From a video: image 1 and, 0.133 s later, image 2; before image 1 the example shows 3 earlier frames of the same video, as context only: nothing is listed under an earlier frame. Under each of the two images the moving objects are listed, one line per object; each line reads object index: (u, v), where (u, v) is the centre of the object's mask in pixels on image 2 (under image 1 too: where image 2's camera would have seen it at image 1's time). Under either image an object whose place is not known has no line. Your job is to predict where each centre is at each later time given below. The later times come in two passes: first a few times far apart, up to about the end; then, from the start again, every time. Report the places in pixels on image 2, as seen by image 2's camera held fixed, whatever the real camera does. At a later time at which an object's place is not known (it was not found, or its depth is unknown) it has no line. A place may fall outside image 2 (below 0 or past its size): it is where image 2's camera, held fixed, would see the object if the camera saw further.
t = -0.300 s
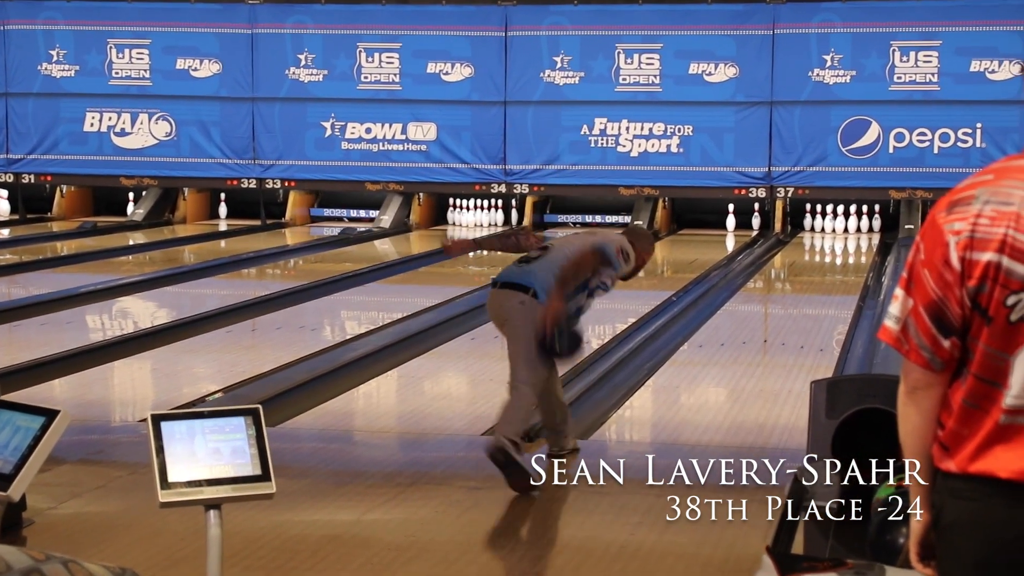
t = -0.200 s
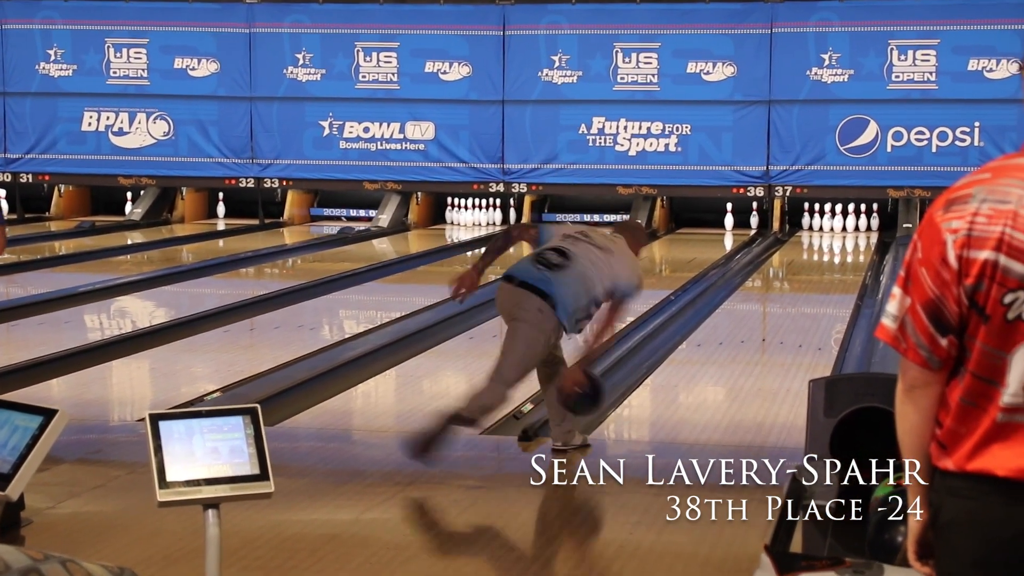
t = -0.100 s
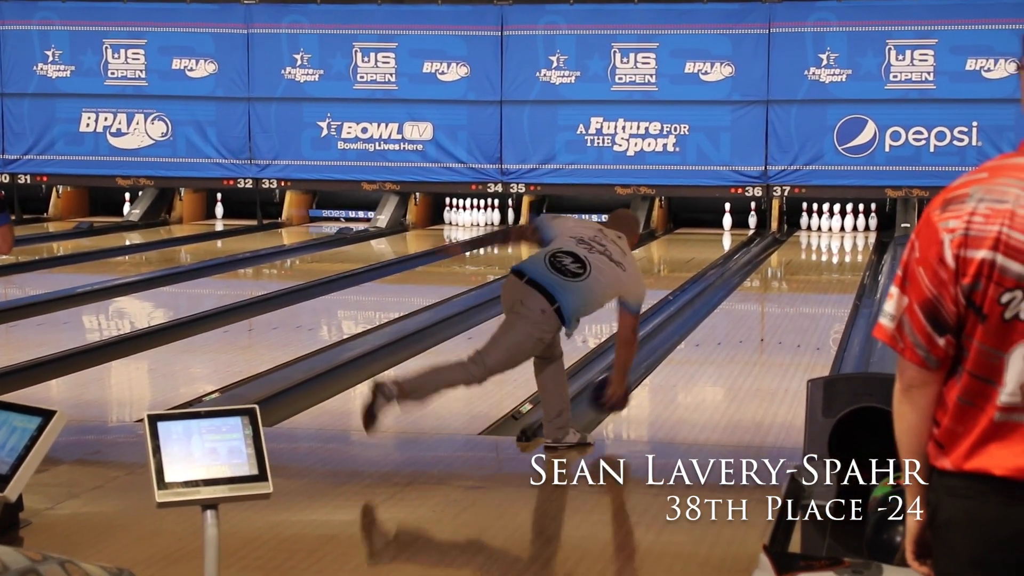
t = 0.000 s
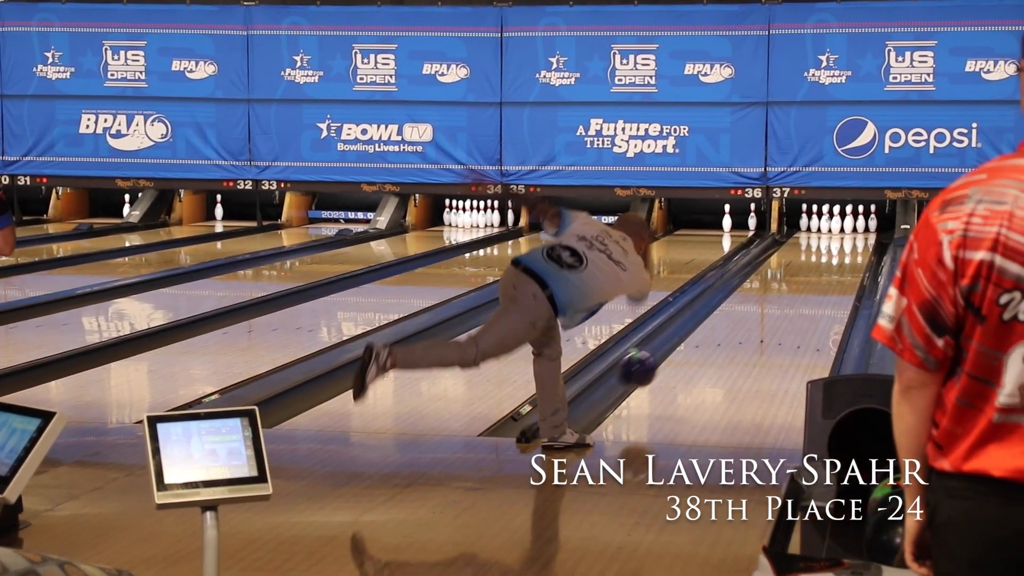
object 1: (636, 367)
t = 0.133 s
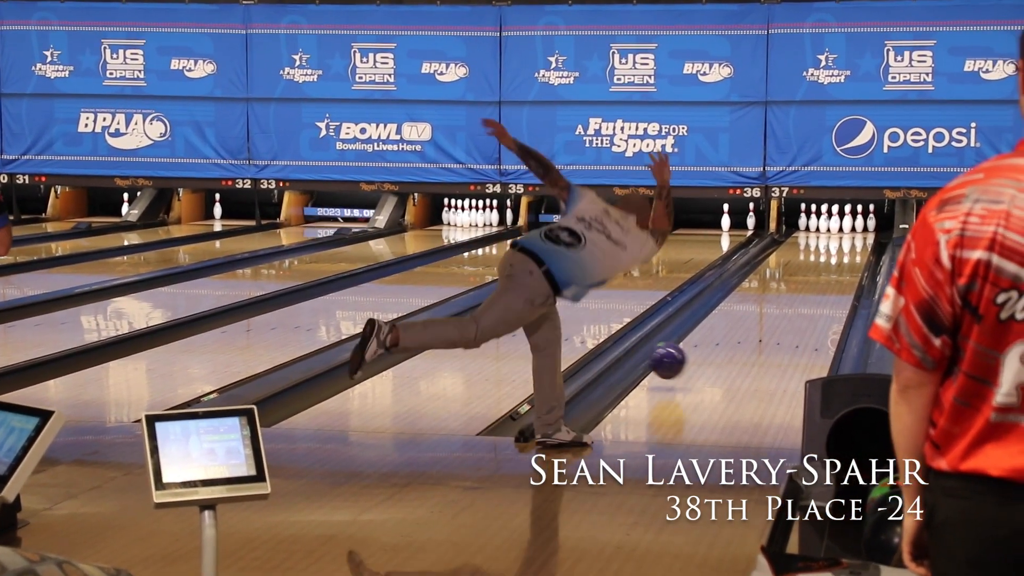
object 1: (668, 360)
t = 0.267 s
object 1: (695, 352)
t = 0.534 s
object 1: (738, 321)
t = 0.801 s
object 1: (769, 298)
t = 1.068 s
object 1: (794, 279)
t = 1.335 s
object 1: (812, 264)
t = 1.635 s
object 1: (827, 251)
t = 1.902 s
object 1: (837, 240)
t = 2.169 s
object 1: (840, 232)
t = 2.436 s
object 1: (839, 225)
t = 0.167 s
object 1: (675, 364)
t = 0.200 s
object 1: (682, 361)
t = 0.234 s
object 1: (689, 356)
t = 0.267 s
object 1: (695, 352)
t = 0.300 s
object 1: (701, 348)
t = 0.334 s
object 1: (707, 343)
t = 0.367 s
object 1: (713, 339)
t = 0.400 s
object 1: (718, 335)
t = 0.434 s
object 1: (723, 331)
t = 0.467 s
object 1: (728, 328)
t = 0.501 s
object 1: (733, 325)
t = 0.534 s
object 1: (738, 321)
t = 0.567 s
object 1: (742, 318)
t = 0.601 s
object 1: (747, 315)
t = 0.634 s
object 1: (751, 312)
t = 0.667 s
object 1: (755, 308)
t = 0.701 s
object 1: (759, 306)
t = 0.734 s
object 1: (762, 303)
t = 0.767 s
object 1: (766, 301)
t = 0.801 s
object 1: (769, 298)
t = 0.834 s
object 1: (773, 295)
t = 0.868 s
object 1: (776, 292)
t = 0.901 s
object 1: (779, 290)
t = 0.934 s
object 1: (782, 288)
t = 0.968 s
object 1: (785, 286)
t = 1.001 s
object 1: (788, 283)
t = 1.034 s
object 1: (791, 281)
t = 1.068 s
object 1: (794, 279)
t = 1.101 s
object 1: (796, 277)
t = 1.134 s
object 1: (799, 275)
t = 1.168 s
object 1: (801, 273)
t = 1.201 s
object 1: (803, 271)
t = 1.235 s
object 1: (806, 269)
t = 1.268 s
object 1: (807, 268)
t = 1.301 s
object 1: (809, 266)
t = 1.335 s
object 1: (812, 264)
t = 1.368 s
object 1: (813, 263)
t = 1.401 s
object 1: (815, 261)
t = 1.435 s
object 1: (817, 260)
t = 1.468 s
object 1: (819, 258)
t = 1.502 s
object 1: (820, 256)
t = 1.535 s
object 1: (822, 255)
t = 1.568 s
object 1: (824, 253)
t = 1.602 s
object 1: (825, 252)
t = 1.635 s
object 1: (827, 251)
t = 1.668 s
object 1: (828, 249)
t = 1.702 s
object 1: (830, 248)
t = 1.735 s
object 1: (831, 246)
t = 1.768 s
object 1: (832, 245)
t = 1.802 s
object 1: (833, 244)
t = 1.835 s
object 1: (835, 243)
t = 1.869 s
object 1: (835, 242)
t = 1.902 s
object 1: (837, 240)
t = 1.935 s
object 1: (837, 239)
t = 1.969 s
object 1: (838, 238)
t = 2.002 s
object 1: (839, 237)
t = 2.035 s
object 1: (840, 236)
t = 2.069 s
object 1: (840, 235)
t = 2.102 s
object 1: (840, 234)
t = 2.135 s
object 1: (841, 233)
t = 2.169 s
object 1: (840, 232)
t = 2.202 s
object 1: (840, 231)
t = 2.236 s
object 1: (840, 230)
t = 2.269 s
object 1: (839, 229)
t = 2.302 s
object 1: (839, 228)
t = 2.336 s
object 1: (838, 227)
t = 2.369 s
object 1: (840, 226)
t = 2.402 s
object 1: (839, 225)
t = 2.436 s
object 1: (839, 225)
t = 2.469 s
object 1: (839, 224)
